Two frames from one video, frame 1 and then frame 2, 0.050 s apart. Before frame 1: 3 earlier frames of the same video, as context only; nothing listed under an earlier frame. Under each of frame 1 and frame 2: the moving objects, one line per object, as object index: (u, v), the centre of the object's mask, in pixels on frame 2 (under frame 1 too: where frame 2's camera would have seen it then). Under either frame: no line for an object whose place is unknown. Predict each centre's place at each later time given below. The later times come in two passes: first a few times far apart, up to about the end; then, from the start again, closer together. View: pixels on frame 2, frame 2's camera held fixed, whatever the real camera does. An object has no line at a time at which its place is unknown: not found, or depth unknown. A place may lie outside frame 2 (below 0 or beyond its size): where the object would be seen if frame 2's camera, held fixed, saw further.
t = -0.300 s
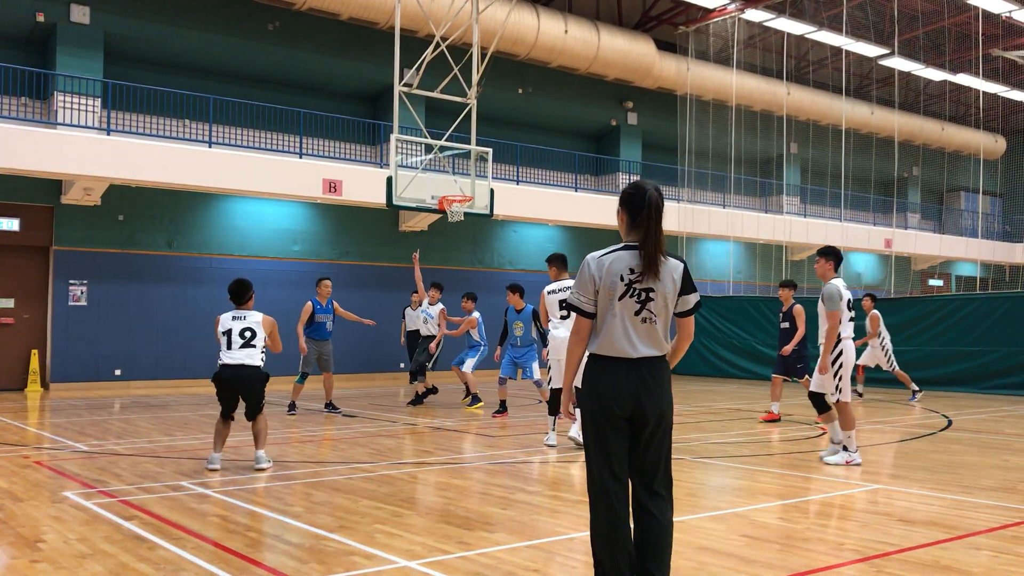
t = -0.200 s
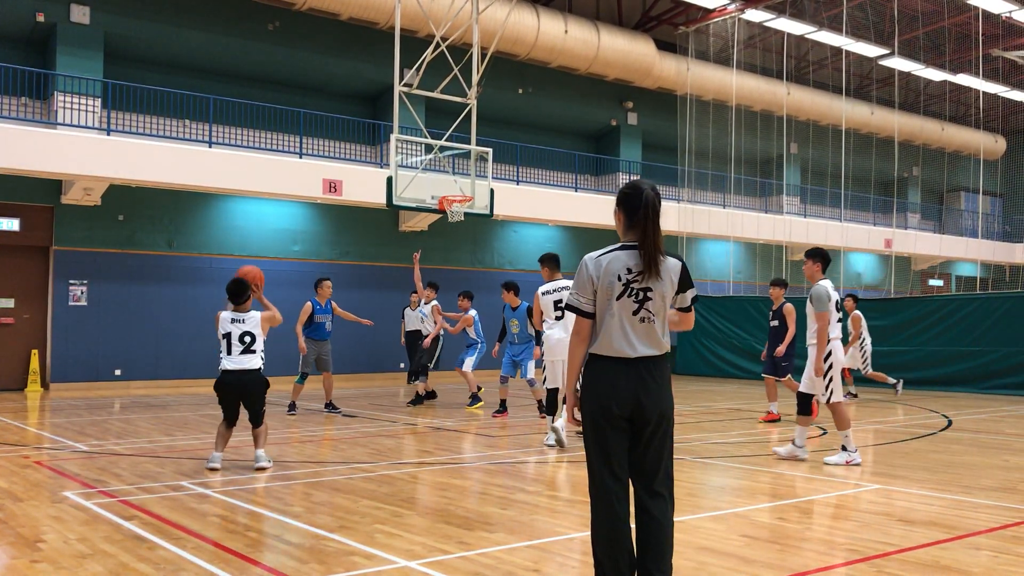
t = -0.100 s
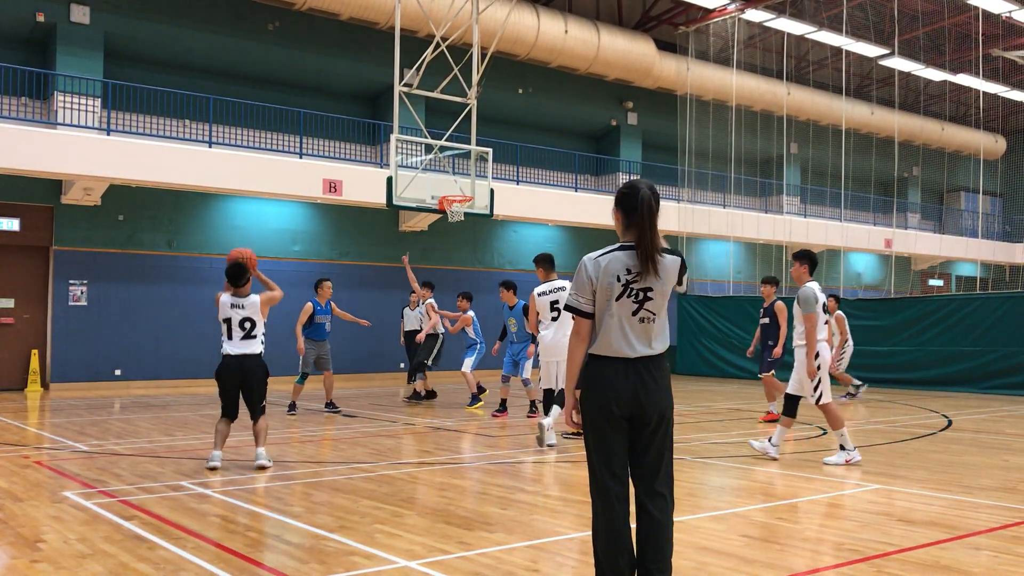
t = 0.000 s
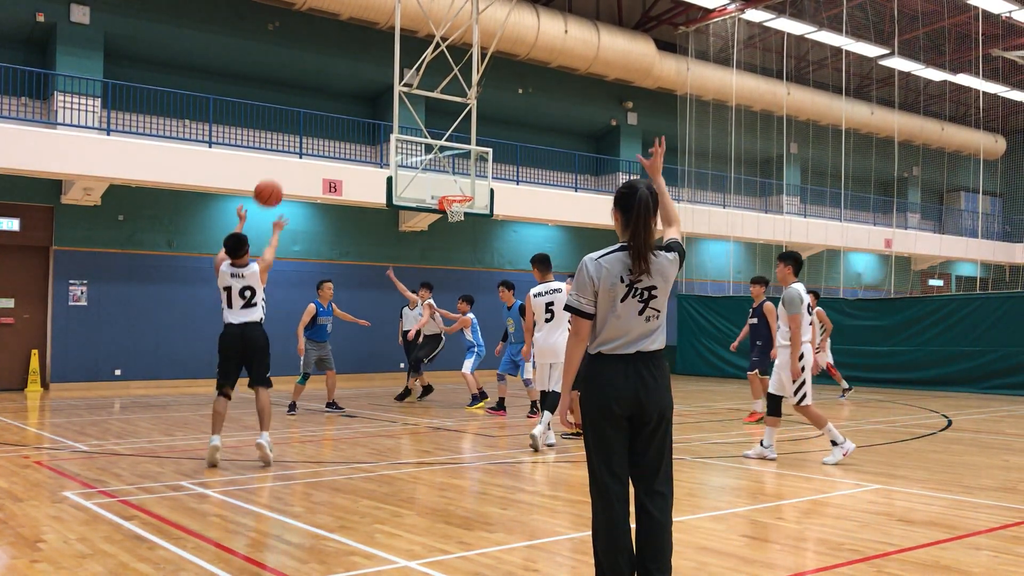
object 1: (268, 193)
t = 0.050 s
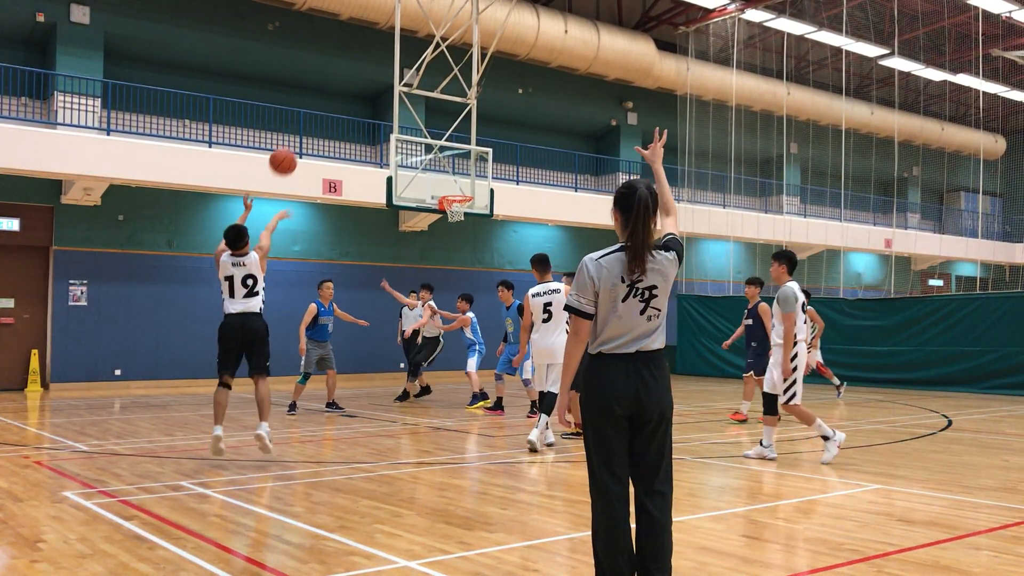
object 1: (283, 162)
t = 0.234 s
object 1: (329, 82)
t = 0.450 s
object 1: (370, 45)
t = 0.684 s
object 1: (404, 53)
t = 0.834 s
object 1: (422, 79)
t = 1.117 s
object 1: (448, 159)
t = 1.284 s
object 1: (457, 214)
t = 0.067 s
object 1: (287, 152)
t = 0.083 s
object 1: (292, 142)
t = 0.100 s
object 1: (297, 134)
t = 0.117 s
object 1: (301, 125)
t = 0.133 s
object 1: (305, 119)
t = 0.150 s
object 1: (309, 112)
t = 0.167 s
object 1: (314, 105)
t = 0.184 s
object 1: (317, 98)
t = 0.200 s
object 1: (321, 93)
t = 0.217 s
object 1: (325, 87)
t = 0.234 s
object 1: (329, 82)
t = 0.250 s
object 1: (332, 77)
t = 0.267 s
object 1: (336, 73)
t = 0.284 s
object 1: (339, 69)
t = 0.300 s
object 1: (343, 65)
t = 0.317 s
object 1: (346, 62)
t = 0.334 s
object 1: (349, 58)
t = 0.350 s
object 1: (352, 56)
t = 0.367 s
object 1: (355, 53)
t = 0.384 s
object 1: (359, 51)
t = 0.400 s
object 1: (362, 49)
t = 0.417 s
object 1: (364, 47)
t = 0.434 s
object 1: (367, 46)
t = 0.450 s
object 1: (370, 45)
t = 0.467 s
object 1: (373, 44)
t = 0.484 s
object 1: (375, 43)
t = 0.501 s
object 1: (378, 43)
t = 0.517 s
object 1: (381, 43)
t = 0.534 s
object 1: (383, 43)
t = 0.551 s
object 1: (385, 43)
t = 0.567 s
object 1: (388, 44)
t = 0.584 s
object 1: (390, 45)
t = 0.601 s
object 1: (392, 46)
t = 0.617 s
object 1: (395, 47)
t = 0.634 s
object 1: (397, 48)
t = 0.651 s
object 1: (399, 50)
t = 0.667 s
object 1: (401, 51)
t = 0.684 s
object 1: (404, 53)
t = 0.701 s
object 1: (405, 55)
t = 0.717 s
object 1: (408, 58)
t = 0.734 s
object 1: (410, 60)
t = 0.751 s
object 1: (412, 63)
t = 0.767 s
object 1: (414, 66)
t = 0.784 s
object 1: (416, 69)
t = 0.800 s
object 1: (418, 72)
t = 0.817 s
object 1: (420, 75)
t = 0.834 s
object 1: (422, 79)
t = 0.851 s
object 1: (423, 82)
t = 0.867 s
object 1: (425, 86)
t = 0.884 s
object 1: (426, 90)
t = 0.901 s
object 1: (428, 94)
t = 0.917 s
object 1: (430, 99)
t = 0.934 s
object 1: (431, 103)
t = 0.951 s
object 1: (433, 107)
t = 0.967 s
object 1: (435, 112)
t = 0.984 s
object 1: (436, 117)
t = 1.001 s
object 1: (438, 122)
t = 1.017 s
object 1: (439, 126)
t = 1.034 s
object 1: (441, 131)
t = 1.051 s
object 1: (443, 136)
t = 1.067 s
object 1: (444, 142)
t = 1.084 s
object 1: (445, 148)
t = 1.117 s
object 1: (448, 159)
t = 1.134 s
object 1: (449, 164)
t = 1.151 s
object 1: (451, 170)
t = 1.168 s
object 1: (452, 176)
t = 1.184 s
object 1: (453, 182)
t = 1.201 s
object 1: (455, 188)
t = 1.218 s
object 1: (456, 192)
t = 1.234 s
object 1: (458, 199)
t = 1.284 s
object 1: (457, 214)
